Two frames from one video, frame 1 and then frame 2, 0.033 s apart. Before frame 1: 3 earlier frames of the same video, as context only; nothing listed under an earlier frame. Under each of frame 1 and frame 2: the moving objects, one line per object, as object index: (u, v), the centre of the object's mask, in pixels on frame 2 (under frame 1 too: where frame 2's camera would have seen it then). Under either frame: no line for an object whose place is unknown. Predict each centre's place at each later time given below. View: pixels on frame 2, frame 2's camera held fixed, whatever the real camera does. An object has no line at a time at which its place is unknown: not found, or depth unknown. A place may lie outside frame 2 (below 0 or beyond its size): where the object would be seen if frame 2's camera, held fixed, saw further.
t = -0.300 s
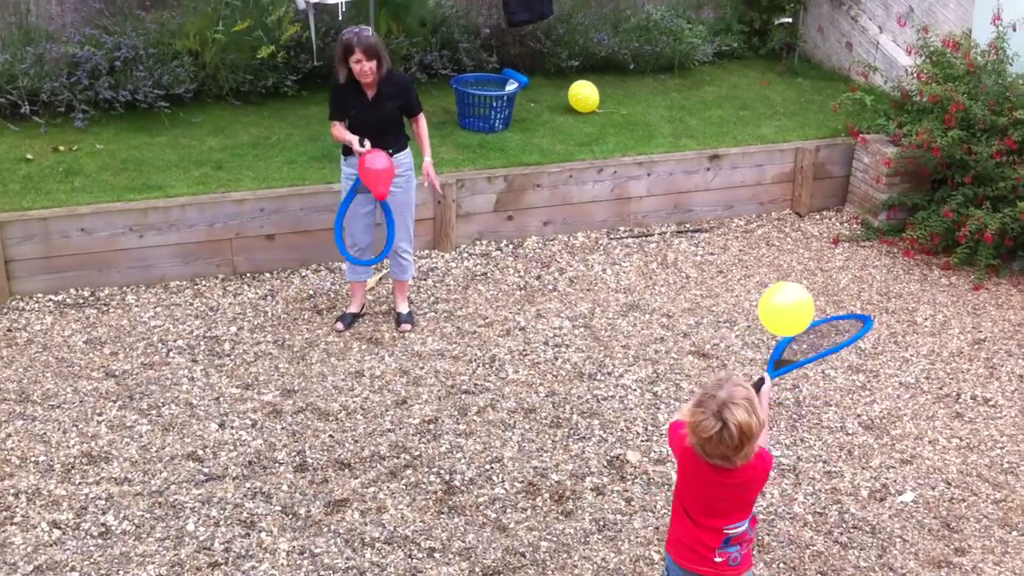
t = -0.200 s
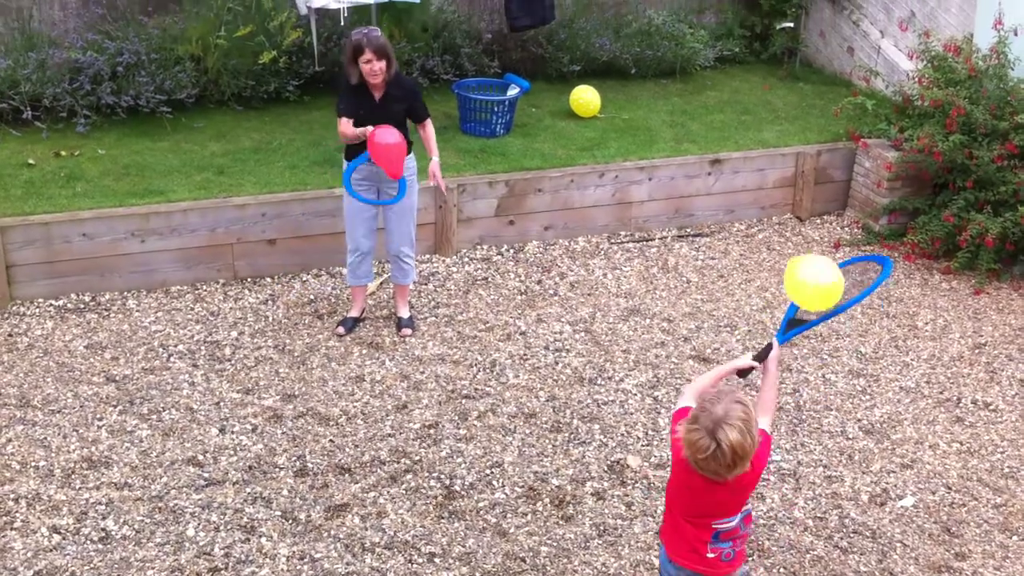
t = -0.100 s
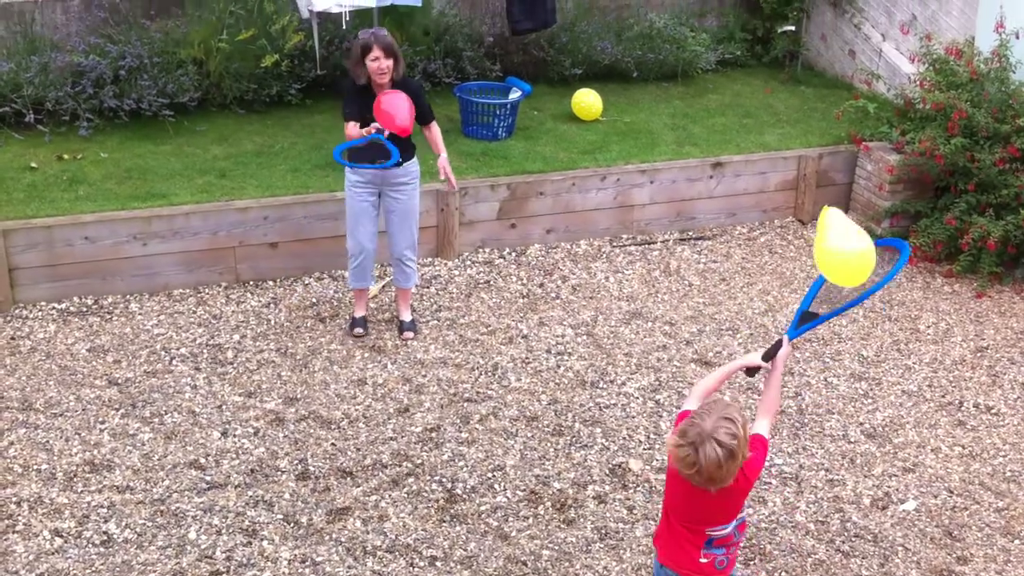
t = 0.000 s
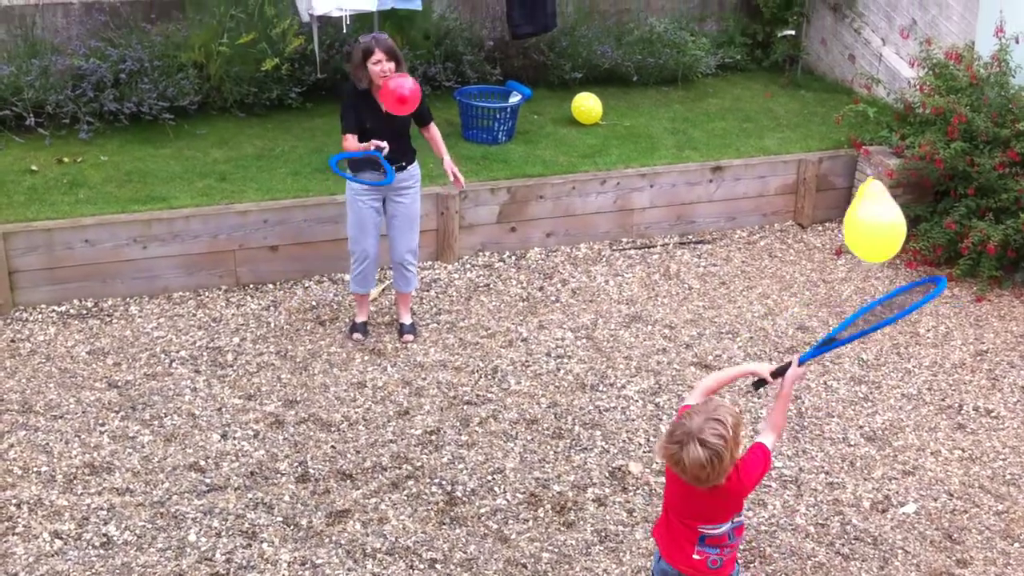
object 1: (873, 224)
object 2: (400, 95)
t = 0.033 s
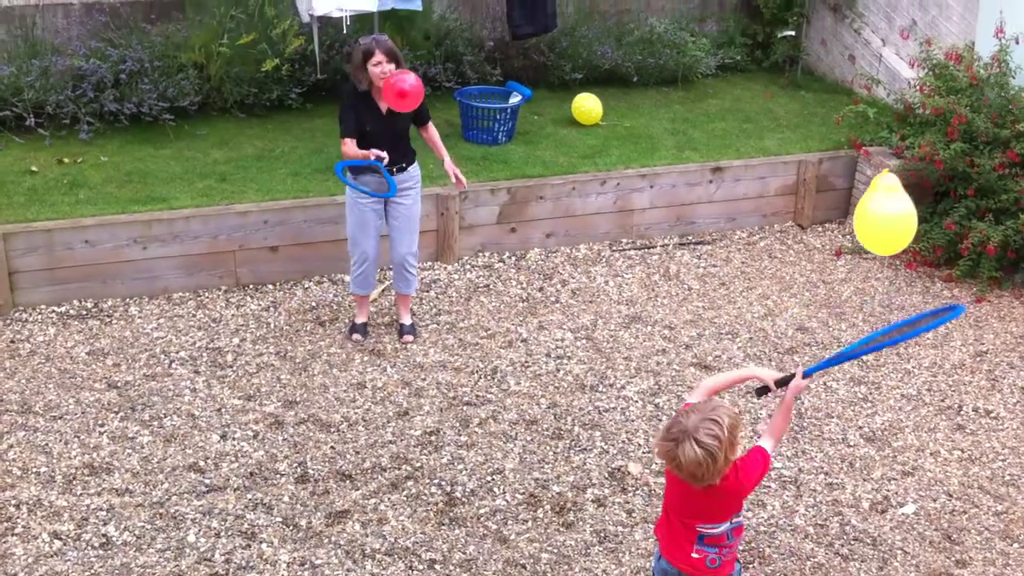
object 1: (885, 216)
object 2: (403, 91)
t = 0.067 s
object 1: (897, 209)
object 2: (407, 88)
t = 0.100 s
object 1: (909, 203)
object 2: (410, 84)
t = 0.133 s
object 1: (922, 198)
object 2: (414, 82)
